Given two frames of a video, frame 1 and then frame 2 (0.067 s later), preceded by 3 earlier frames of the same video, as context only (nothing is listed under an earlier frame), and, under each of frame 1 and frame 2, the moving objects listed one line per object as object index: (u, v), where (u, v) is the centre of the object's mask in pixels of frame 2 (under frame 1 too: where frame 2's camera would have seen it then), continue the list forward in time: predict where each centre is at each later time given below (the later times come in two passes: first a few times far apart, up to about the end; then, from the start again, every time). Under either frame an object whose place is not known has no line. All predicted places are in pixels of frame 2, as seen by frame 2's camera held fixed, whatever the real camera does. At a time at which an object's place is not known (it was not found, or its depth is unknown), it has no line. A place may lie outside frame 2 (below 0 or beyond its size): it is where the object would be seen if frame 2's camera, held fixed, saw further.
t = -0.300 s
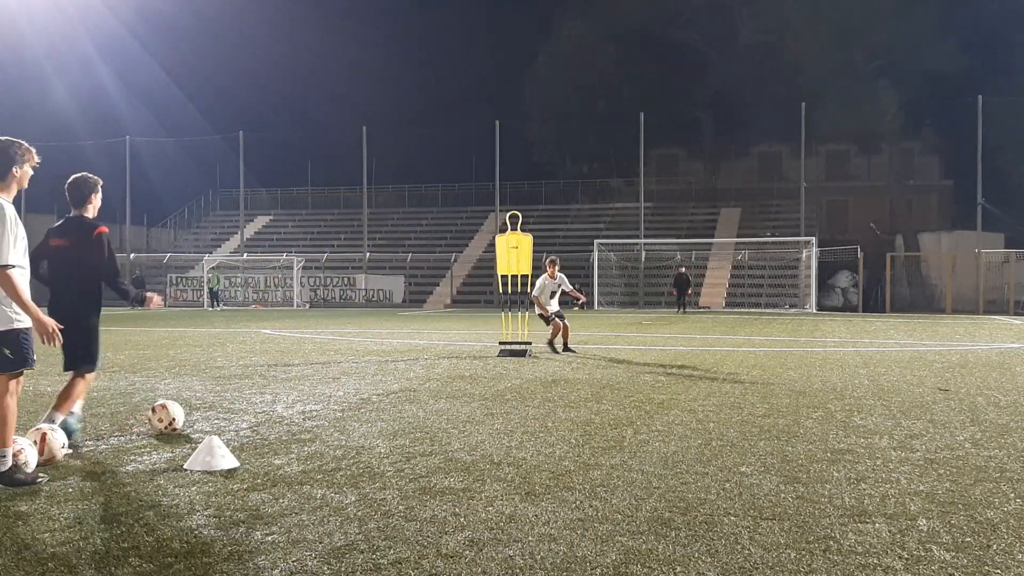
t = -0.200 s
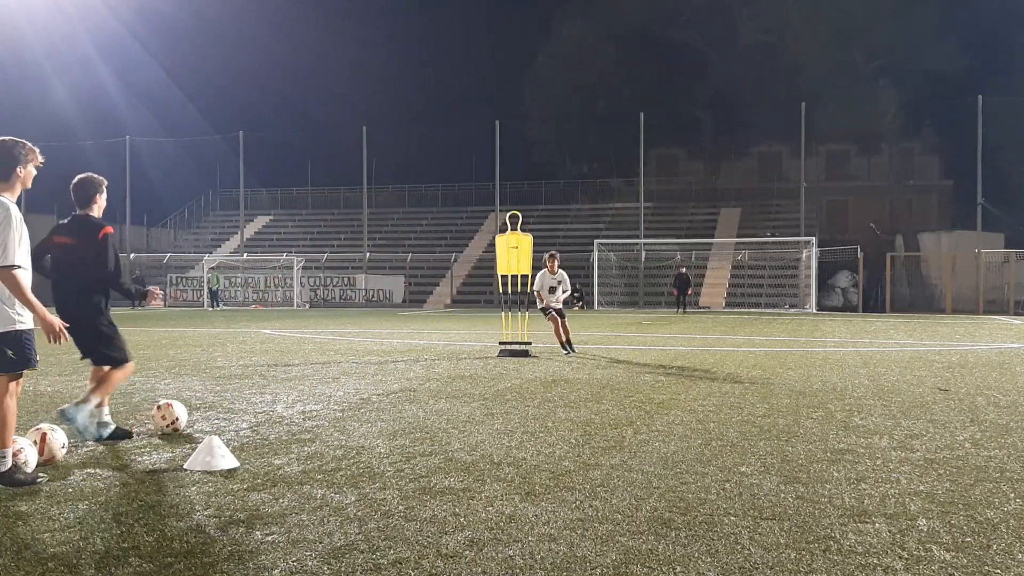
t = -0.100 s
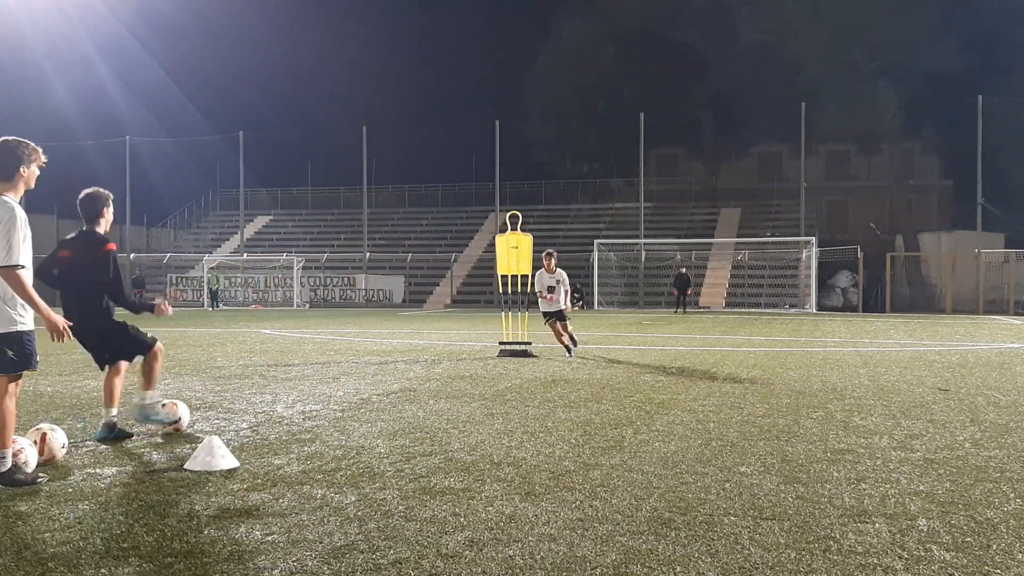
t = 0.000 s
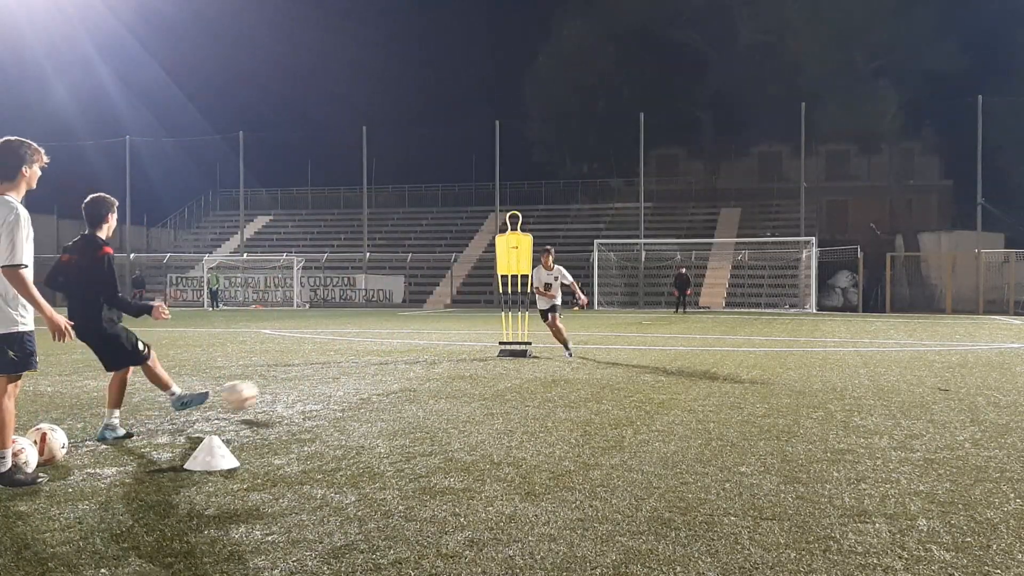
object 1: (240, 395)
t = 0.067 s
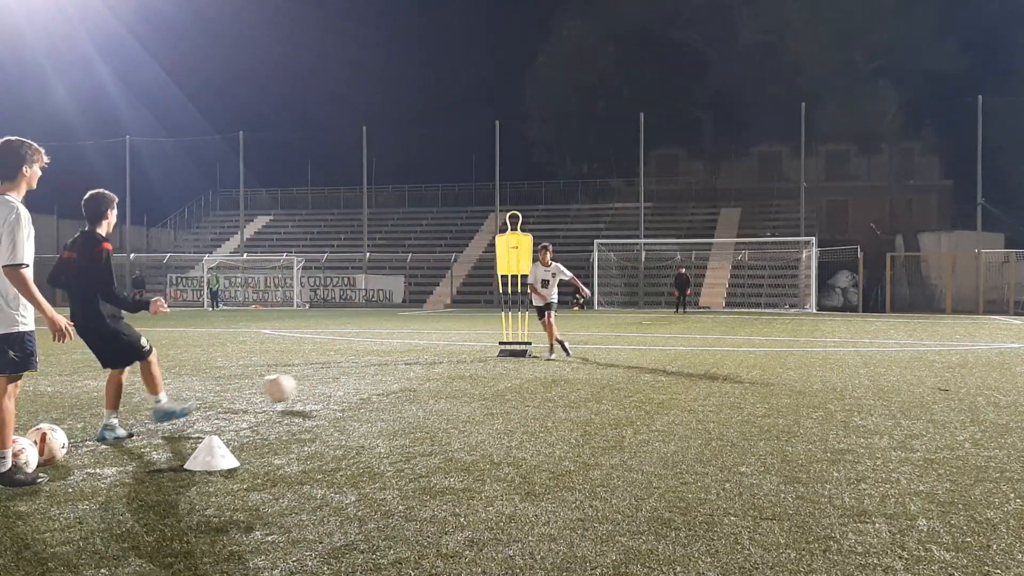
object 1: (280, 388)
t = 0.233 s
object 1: (352, 377)
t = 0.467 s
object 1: (414, 367)
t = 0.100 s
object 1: (296, 386)
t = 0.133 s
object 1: (313, 387)
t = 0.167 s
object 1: (328, 385)
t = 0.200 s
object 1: (340, 380)
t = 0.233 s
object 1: (352, 377)
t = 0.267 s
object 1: (363, 375)
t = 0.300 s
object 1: (373, 373)
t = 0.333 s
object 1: (384, 374)
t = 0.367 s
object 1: (392, 371)
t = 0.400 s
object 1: (399, 369)
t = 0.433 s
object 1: (407, 367)
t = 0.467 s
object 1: (414, 367)
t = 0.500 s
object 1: (420, 366)
